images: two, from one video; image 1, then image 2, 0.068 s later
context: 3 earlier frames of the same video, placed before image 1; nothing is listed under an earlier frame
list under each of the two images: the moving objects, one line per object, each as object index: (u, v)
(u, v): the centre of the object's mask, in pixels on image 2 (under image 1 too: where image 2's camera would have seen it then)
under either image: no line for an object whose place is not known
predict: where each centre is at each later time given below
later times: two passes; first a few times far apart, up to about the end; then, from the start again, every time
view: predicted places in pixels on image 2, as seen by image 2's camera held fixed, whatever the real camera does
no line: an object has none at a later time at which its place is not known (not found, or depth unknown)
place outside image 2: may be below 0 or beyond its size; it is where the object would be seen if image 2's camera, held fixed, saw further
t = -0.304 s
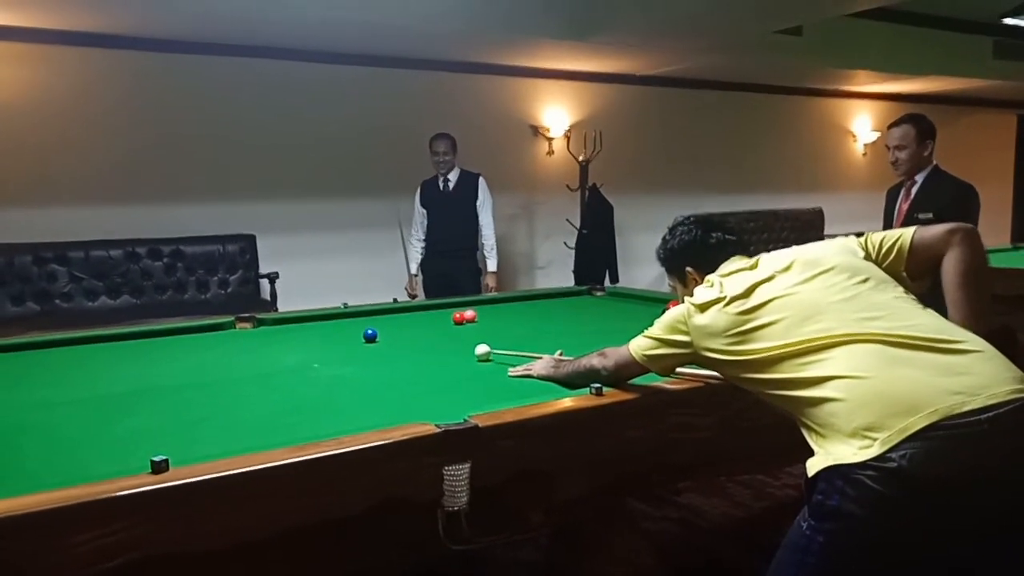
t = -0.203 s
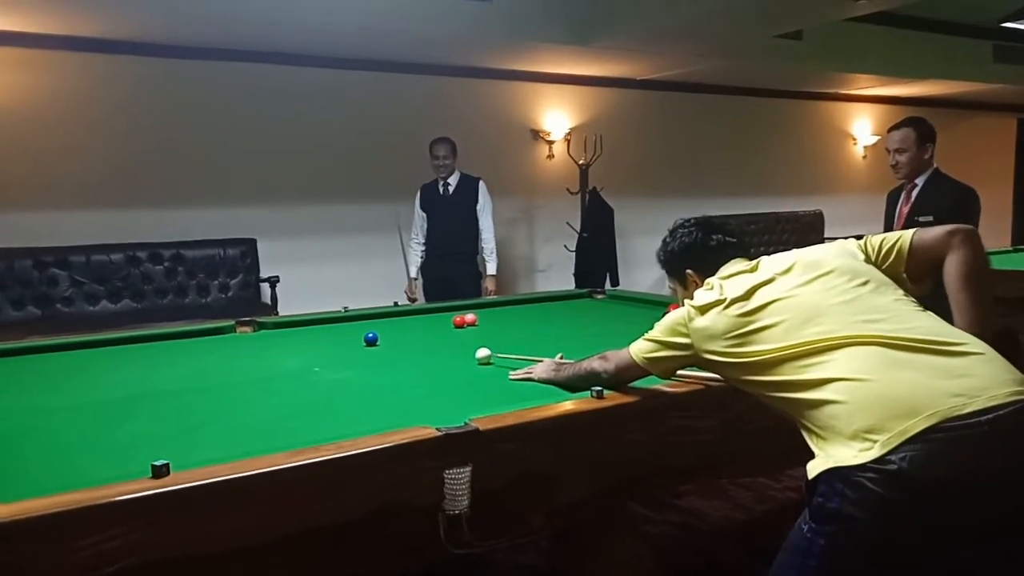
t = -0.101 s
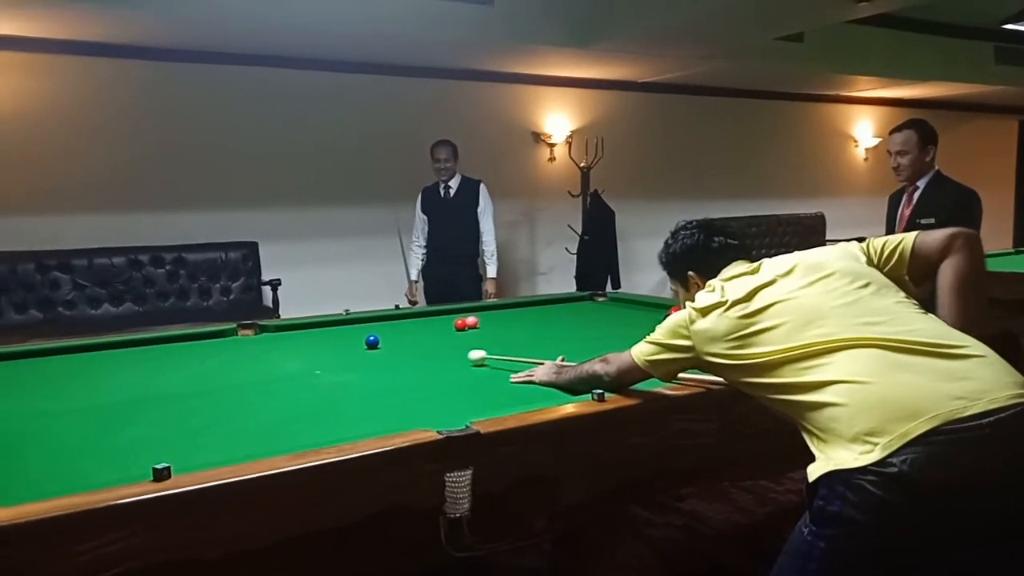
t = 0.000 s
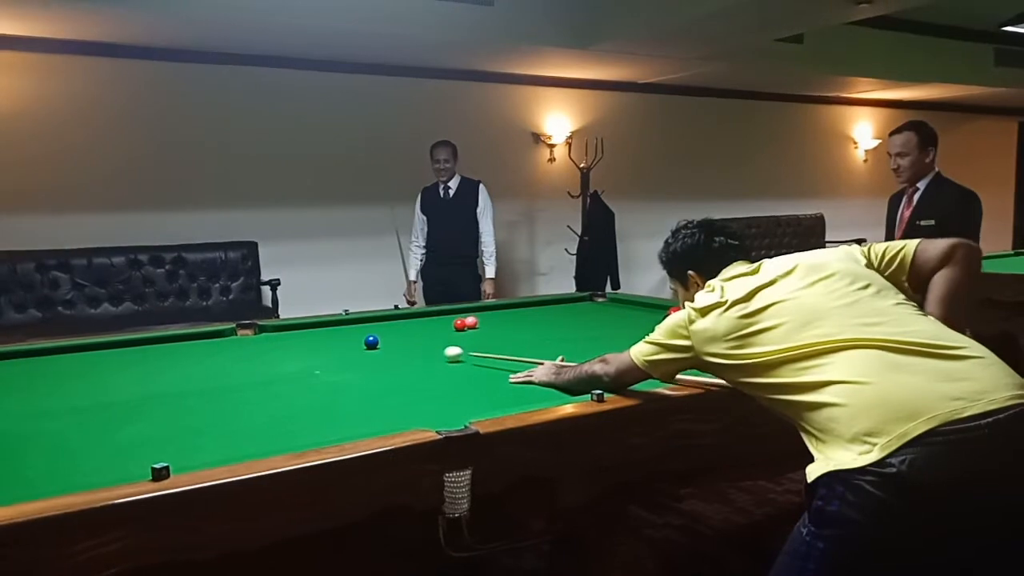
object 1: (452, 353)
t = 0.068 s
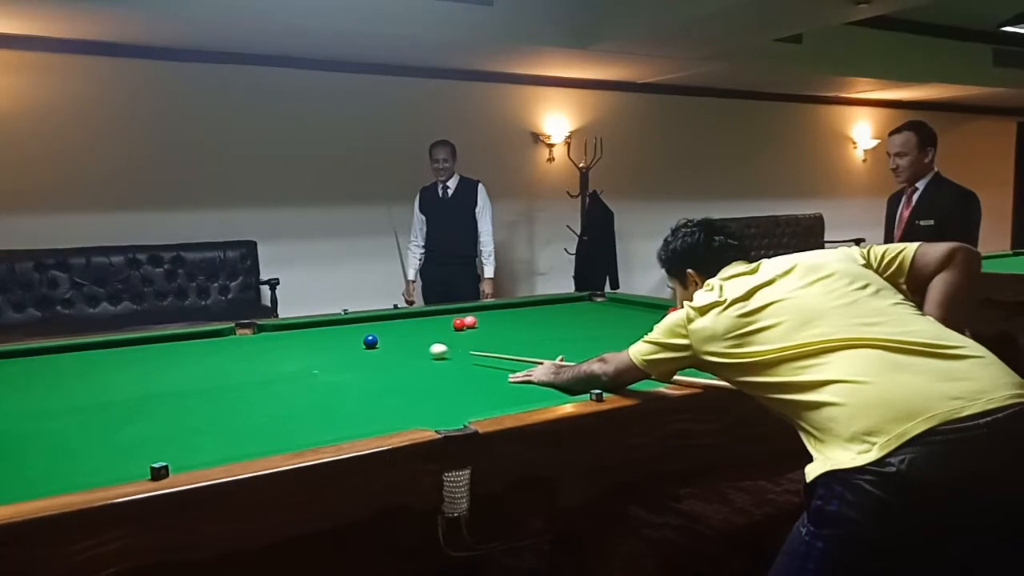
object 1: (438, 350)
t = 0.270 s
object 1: (399, 344)
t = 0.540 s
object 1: (381, 340)
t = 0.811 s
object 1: (377, 336)
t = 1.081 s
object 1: (373, 334)
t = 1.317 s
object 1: (370, 332)
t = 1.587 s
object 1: (367, 330)
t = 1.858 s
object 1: (365, 329)
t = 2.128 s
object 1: (363, 328)
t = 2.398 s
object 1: (361, 327)
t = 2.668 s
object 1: (361, 326)
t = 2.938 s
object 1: (361, 326)
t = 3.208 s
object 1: (361, 326)
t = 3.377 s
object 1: (361, 326)
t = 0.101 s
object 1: (431, 350)
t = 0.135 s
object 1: (425, 348)
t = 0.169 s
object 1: (418, 347)
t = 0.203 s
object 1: (412, 346)
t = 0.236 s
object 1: (405, 345)
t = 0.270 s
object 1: (399, 344)
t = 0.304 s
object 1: (393, 343)
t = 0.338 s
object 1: (387, 342)
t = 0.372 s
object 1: (382, 342)
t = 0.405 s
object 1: (382, 341)
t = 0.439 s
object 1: (382, 341)
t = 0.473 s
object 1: (382, 340)
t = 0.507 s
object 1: (381, 340)
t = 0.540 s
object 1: (381, 340)
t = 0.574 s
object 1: (380, 339)
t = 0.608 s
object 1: (380, 339)
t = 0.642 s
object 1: (380, 338)
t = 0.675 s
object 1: (379, 338)
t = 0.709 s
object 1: (379, 338)
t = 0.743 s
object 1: (378, 337)
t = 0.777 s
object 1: (378, 337)
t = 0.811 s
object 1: (377, 336)
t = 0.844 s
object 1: (377, 336)
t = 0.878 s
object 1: (376, 336)
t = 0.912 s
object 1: (376, 335)
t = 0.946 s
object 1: (375, 335)
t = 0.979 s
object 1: (374, 335)
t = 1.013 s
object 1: (374, 334)
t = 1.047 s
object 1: (373, 334)
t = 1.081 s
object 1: (373, 334)
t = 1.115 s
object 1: (372, 334)
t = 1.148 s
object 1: (372, 334)
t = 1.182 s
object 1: (371, 333)
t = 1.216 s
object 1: (371, 332)
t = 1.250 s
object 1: (370, 332)
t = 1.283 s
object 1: (370, 332)
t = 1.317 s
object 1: (370, 332)
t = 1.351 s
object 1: (369, 332)
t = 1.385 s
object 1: (369, 331)
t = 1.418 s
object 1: (369, 331)
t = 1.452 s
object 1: (368, 331)
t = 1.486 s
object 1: (368, 331)
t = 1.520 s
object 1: (367, 331)
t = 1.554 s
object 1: (367, 330)
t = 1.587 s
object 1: (367, 330)
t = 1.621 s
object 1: (366, 330)
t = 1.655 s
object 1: (366, 330)
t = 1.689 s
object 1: (366, 330)
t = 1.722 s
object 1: (366, 329)
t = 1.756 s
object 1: (365, 329)
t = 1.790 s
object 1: (365, 329)
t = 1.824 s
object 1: (365, 329)
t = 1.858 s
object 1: (365, 329)
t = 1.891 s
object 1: (364, 329)
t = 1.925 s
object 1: (364, 328)
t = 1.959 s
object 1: (364, 329)
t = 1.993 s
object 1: (364, 328)
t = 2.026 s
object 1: (363, 328)
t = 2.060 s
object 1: (363, 328)
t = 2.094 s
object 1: (363, 328)
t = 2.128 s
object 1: (363, 328)
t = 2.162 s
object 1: (362, 328)
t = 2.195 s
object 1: (362, 327)
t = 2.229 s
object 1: (362, 327)
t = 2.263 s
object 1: (362, 327)
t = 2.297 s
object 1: (362, 327)
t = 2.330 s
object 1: (362, 327)
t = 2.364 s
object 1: (362, 327)
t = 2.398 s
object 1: (361, 327)
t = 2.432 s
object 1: (361, 326)
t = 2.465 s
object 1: (361, 327)
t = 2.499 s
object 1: (361, 326)
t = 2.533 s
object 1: (361, 327)
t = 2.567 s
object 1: (361, 326)
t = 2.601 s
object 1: (361, 326)
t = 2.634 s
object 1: (361, 326)
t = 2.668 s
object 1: (361, 326)
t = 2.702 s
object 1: (361, 326)
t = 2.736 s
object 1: (361, 326)
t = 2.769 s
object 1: (361, 326)
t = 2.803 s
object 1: (361, 326)
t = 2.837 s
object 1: (361, 326)
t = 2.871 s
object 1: (361, 326)
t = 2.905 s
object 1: (361, 326)
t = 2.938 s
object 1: (361, 326)
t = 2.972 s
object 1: (361, 326)
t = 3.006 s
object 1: (361, 326)
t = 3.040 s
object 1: (361, 326)
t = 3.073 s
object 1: (361, 326)
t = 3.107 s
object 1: (361, 326)
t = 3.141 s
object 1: (361, 326)
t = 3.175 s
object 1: (361, 326)
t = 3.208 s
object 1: (361, 326)
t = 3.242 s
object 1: (361, 326)
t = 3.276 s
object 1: (361, 326)
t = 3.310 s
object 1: (361, 326)
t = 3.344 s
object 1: (361, 326)
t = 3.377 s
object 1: (361, 326)
